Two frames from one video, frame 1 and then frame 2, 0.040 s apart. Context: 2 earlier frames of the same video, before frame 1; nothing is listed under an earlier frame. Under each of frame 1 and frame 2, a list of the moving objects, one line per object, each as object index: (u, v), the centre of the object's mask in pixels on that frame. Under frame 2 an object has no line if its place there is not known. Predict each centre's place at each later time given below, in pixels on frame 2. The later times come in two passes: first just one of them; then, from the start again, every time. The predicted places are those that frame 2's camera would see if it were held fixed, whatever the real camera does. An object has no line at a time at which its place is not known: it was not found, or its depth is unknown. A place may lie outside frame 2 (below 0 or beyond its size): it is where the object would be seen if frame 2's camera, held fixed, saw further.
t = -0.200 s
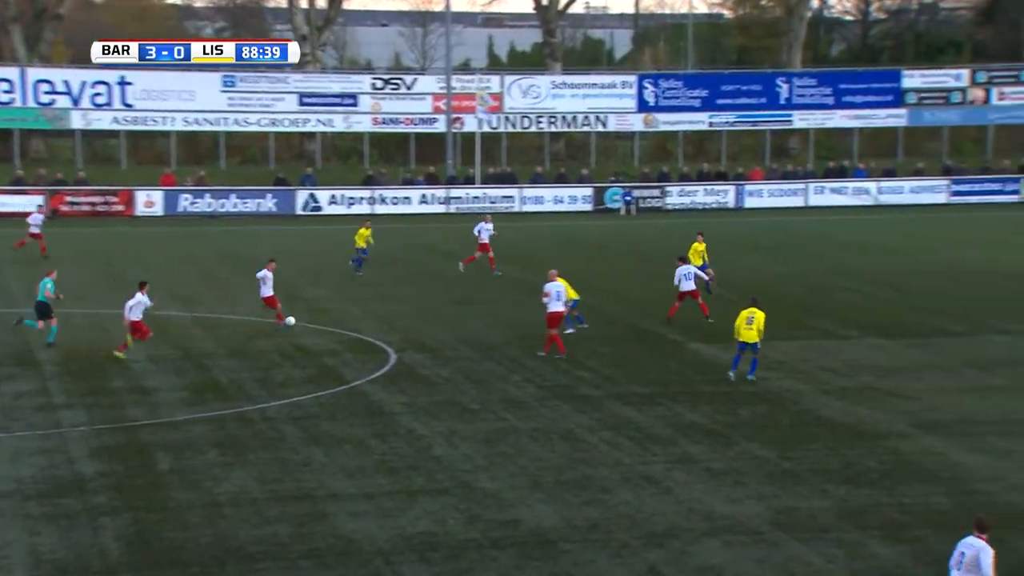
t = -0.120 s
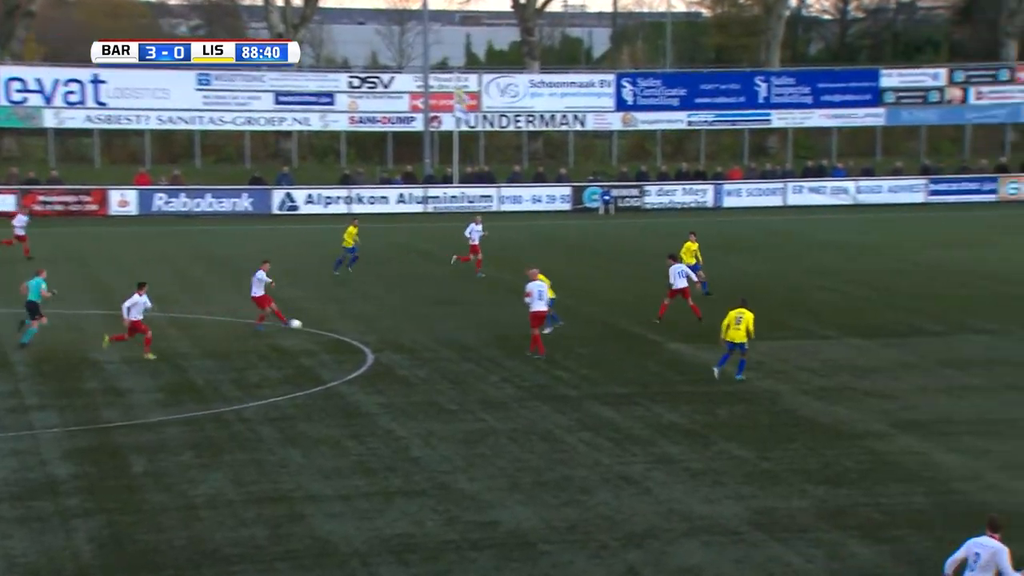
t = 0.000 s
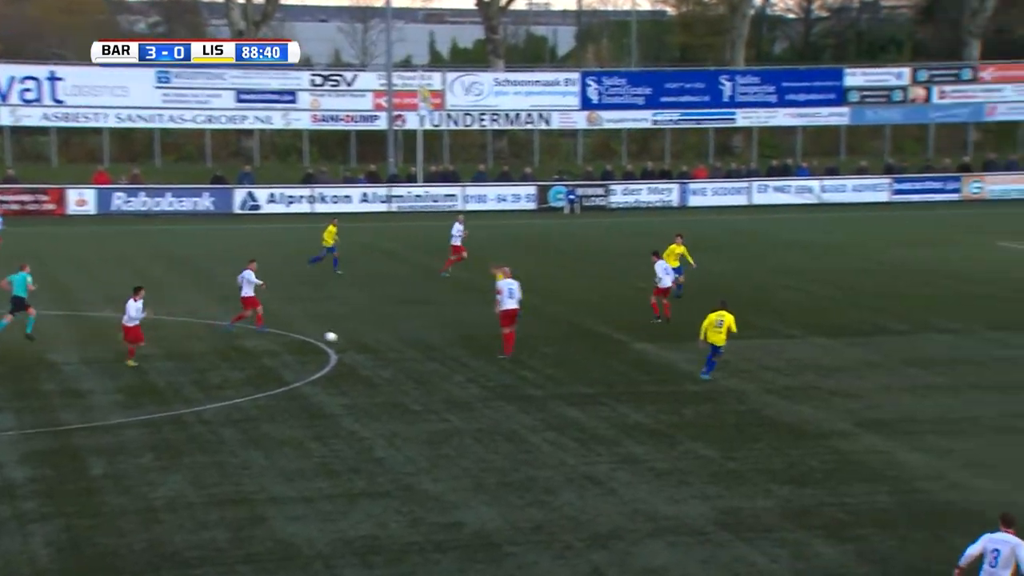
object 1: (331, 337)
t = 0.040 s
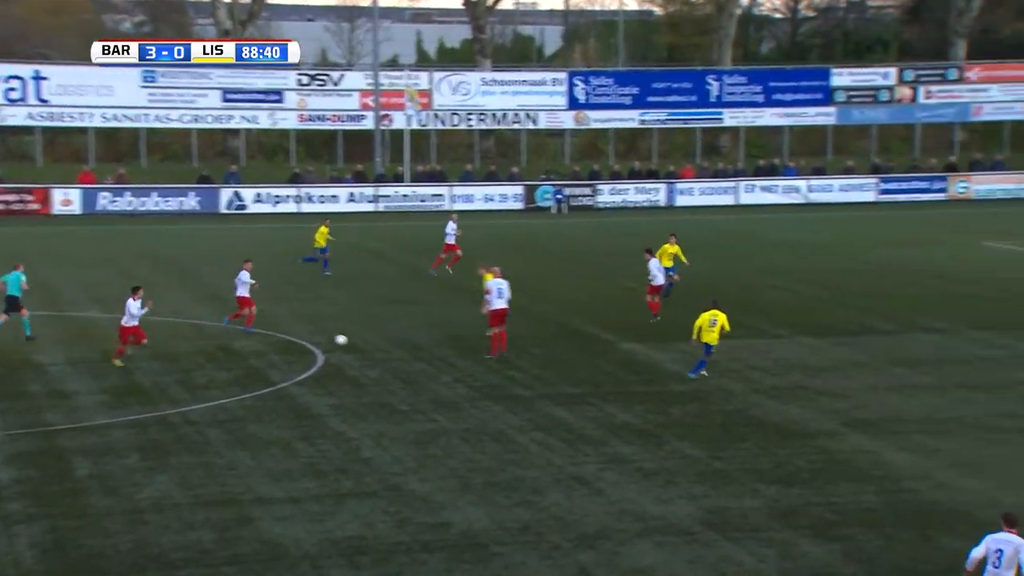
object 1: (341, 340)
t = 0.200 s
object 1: (431, 356)
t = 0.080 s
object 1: (364, 343)
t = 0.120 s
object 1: (386, 347)
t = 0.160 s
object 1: (409, 353)
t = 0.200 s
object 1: (431, 356)
